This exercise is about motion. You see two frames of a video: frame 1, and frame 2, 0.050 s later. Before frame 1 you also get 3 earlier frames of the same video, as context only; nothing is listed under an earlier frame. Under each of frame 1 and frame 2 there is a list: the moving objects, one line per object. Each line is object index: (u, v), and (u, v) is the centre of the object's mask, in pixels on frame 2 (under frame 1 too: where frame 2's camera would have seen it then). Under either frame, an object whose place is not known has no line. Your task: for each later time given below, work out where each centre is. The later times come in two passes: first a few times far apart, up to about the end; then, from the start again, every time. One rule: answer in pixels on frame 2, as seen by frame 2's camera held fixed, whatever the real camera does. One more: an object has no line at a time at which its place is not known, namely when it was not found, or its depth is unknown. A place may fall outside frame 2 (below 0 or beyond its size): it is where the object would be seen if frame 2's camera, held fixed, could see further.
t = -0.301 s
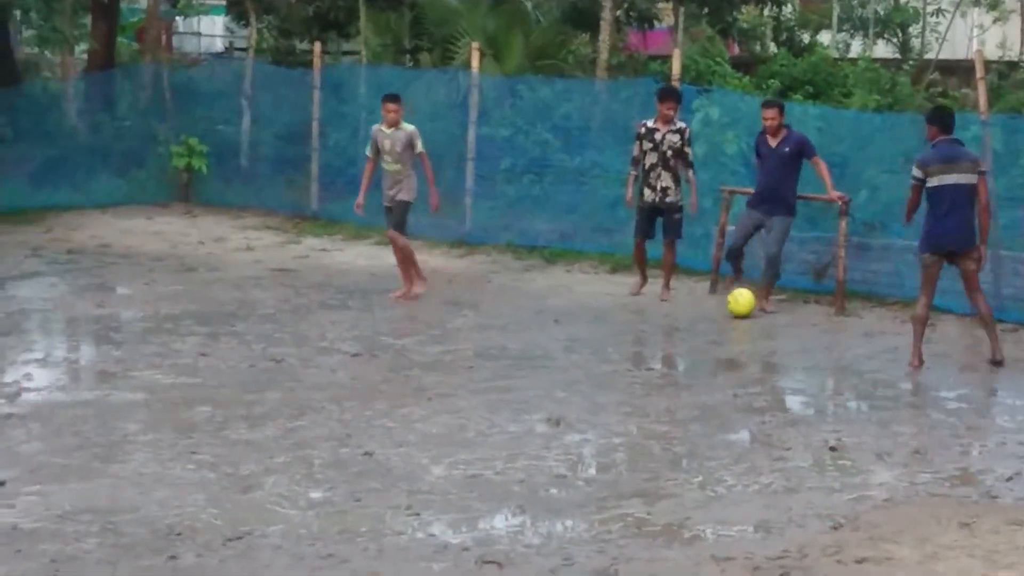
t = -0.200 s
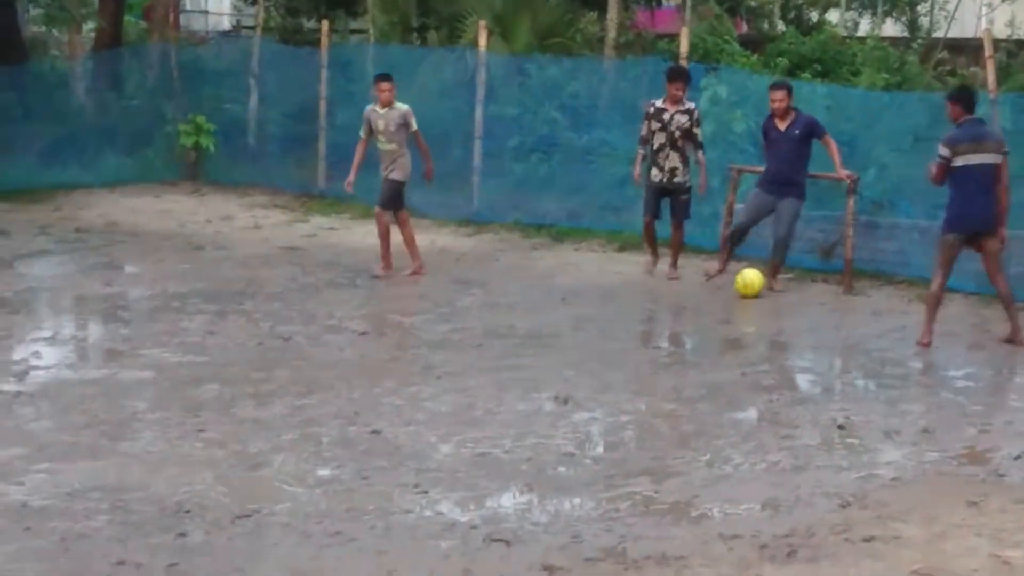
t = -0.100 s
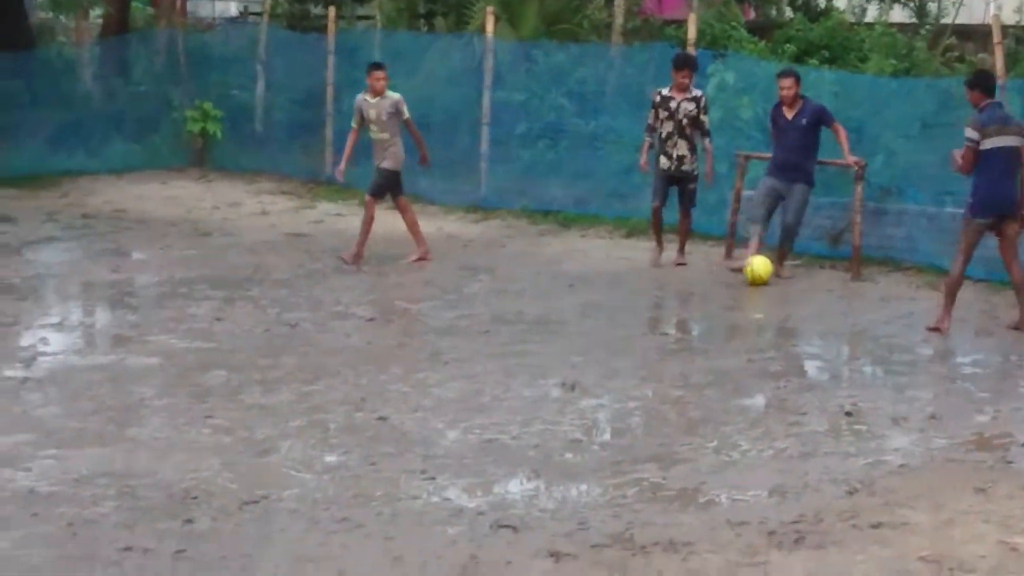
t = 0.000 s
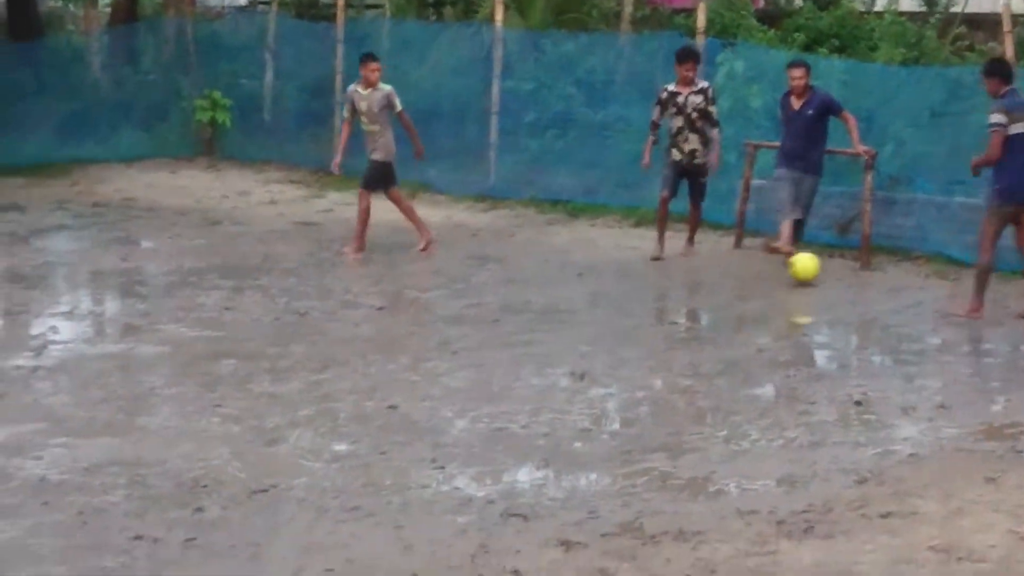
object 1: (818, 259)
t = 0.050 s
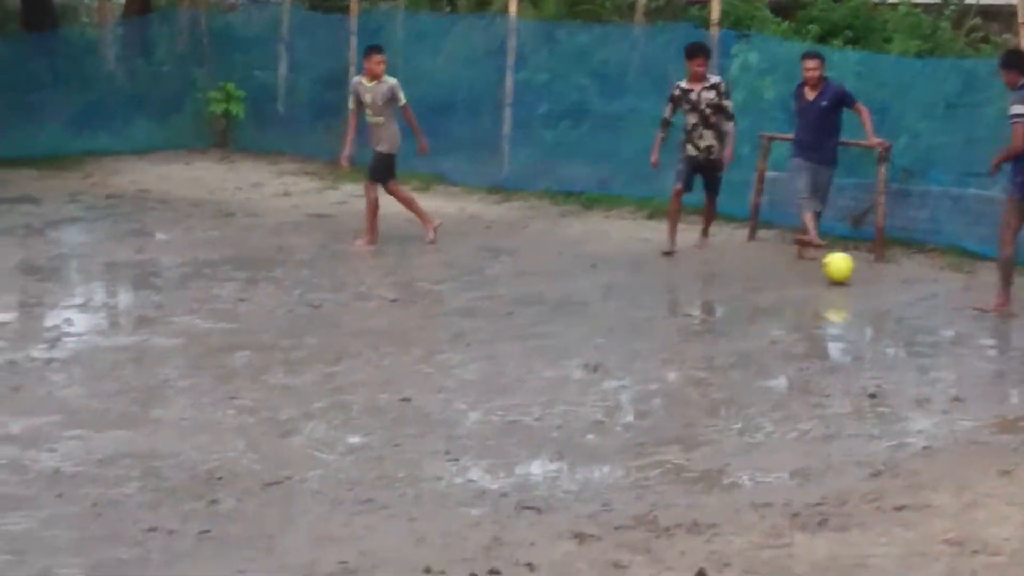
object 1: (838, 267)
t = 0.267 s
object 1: (920, 291)
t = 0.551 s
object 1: (991, 322)
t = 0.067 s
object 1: (844, 269)
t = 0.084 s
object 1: (851, 271)
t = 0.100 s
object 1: (858, 272)
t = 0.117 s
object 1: (864, 274)
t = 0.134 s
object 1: (871, 278)
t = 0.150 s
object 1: (877, 280)
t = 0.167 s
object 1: (884, 282)
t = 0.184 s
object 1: (890, 284)
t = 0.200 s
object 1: (896, 287)
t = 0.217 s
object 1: (902, 288)
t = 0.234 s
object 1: (909, 289)
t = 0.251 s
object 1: (915, 289)
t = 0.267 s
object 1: (920, 291)
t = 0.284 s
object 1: (925, 292)
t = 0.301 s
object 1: (932, 294)
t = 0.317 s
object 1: (938, 297)
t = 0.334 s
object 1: (943, 301)
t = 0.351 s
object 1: (949, 304)
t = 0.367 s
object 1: (954, 305)
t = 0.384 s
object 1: (960, 306)
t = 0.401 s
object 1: (965, 309)
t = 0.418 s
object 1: (970, 311)
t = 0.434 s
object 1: (976, 313)
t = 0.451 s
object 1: (982, 315)
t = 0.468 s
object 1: (985, 317)
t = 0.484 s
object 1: (987, 318)
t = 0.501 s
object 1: (988, 318)
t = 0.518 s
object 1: (989, 320)
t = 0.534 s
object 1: (990, 321)
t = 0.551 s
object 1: (991, 322)
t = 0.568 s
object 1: (991, 323)
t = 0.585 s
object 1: (992, 324)
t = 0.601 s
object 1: (993, 324)
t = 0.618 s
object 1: (994, 325)
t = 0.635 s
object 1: (996, 326)
